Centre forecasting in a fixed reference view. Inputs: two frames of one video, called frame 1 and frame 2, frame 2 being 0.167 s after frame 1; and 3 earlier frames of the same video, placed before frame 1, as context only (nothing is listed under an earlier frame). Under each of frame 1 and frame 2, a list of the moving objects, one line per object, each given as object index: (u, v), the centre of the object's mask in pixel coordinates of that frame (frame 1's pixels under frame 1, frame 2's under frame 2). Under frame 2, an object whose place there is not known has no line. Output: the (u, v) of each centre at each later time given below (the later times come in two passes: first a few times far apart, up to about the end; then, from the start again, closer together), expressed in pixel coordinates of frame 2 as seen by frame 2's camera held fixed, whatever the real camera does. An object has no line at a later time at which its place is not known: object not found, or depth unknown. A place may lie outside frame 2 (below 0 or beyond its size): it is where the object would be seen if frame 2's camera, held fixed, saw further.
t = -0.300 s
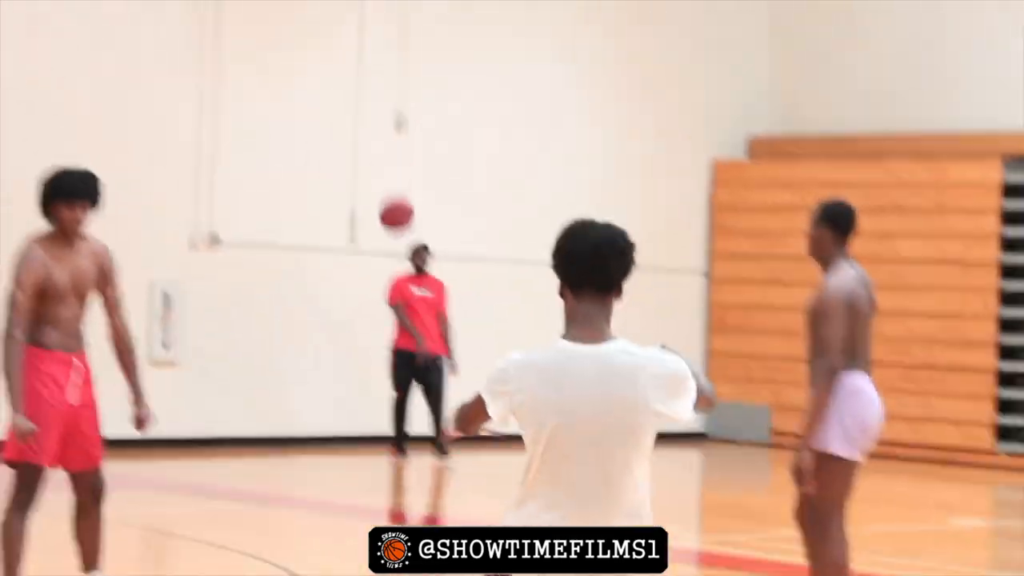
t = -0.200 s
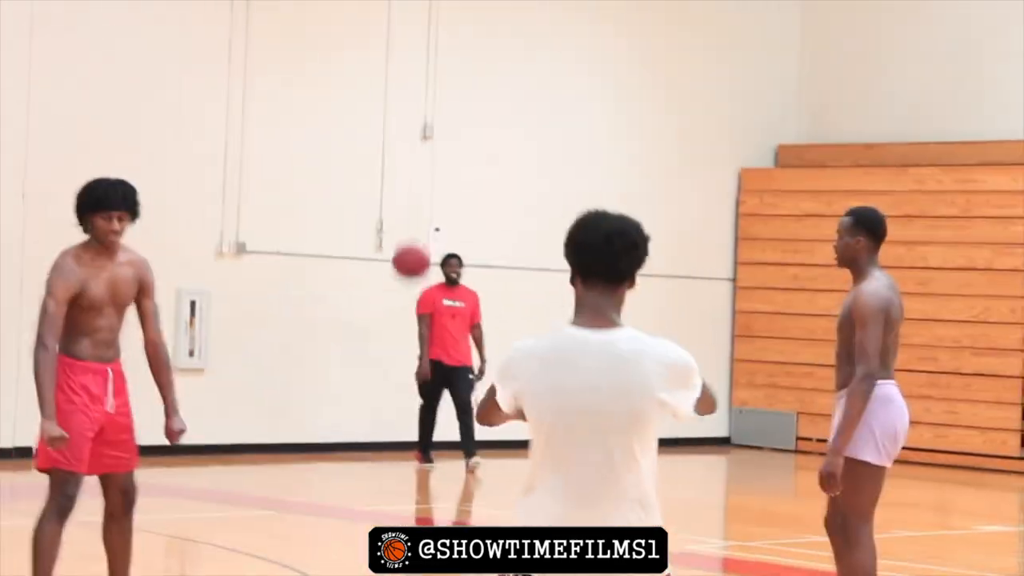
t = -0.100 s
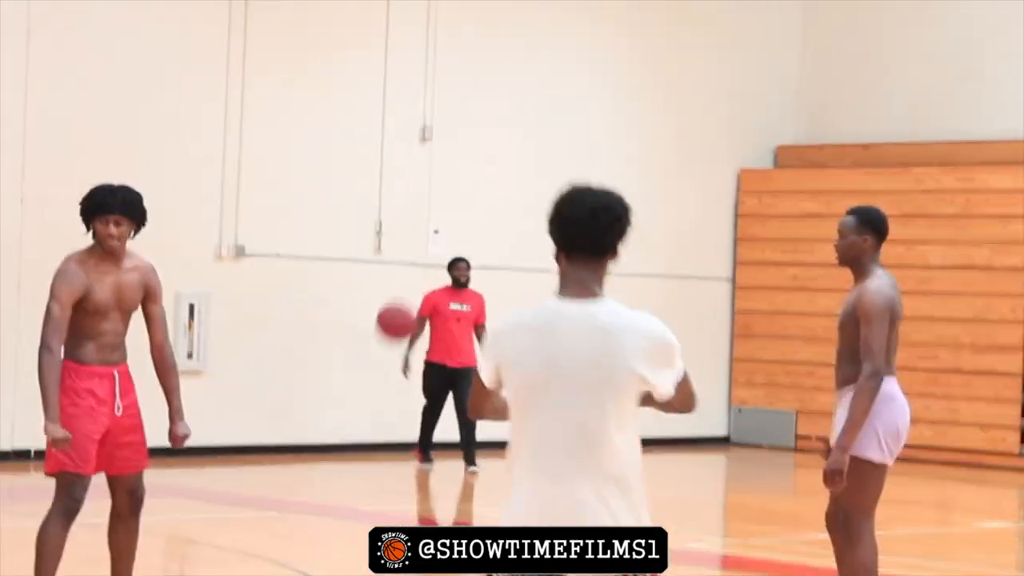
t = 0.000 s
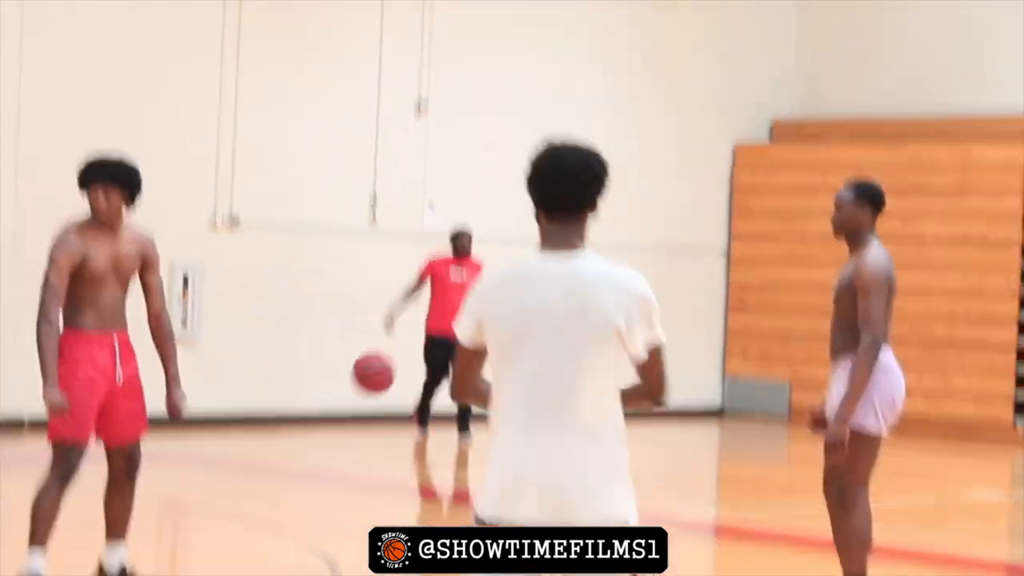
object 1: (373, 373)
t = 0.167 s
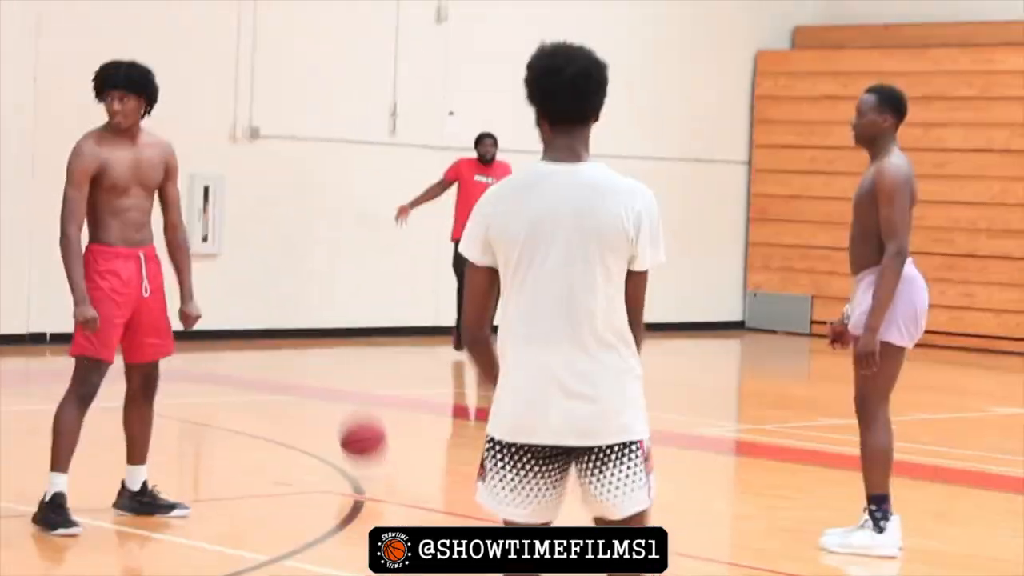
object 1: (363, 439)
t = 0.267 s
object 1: (352, 354)
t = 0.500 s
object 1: (318, 236)
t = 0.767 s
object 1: (273, 234)
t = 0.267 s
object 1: (352, 354)
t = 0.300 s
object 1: (345, 332)
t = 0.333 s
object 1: (343, 314)
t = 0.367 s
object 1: (337, 292)
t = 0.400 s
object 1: (332, 277)
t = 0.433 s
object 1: (328, 263)
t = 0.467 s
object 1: (323, 248)
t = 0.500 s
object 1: (318, 236)
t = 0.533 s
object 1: (312, 227)
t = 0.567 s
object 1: (307, 221)
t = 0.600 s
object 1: (303, 218)
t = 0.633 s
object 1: (298, 216)
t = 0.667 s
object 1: (292, 217)
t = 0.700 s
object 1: (286, 219)
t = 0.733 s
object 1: (280, 225)
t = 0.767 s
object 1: (273, 234)
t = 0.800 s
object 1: (266, 246)
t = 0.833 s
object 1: (259, 262)
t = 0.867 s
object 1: (252, 280)
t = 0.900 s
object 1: (246, 302)
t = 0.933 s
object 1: (239, 328)
